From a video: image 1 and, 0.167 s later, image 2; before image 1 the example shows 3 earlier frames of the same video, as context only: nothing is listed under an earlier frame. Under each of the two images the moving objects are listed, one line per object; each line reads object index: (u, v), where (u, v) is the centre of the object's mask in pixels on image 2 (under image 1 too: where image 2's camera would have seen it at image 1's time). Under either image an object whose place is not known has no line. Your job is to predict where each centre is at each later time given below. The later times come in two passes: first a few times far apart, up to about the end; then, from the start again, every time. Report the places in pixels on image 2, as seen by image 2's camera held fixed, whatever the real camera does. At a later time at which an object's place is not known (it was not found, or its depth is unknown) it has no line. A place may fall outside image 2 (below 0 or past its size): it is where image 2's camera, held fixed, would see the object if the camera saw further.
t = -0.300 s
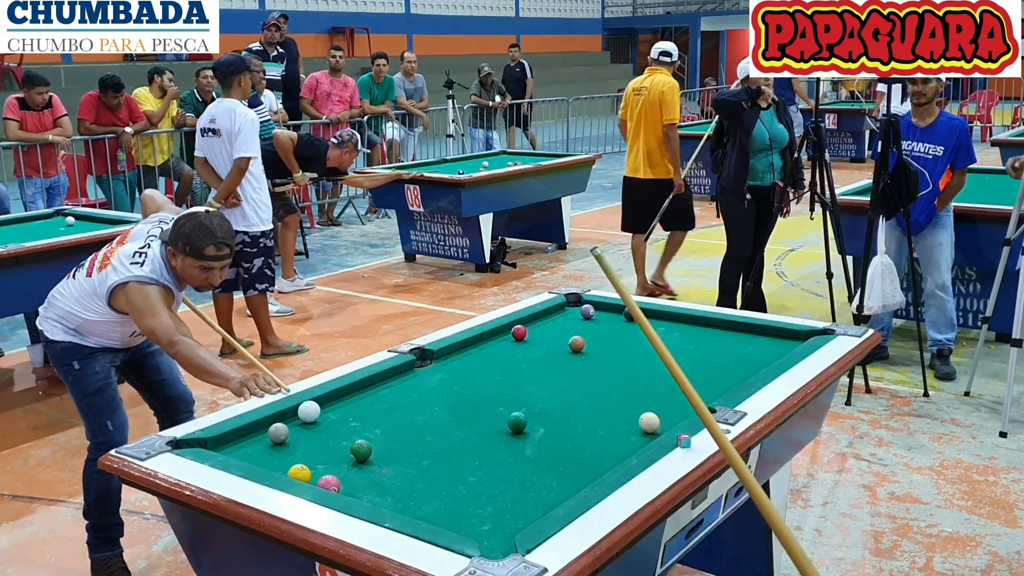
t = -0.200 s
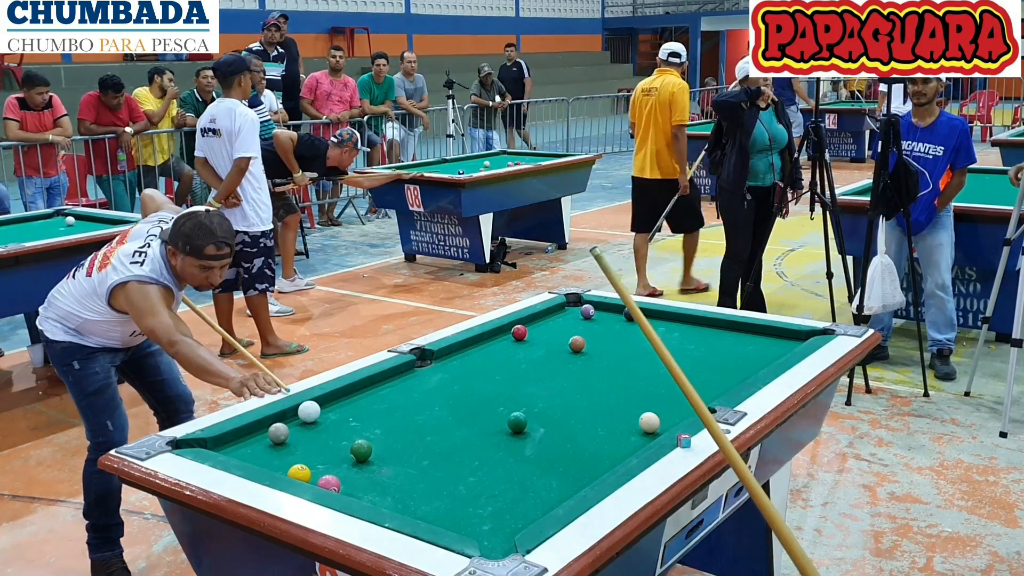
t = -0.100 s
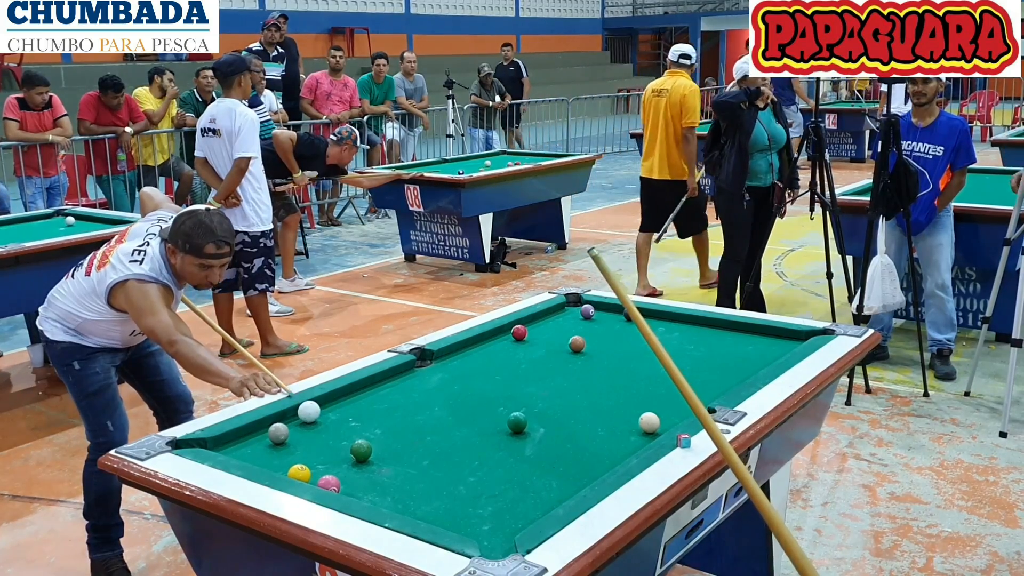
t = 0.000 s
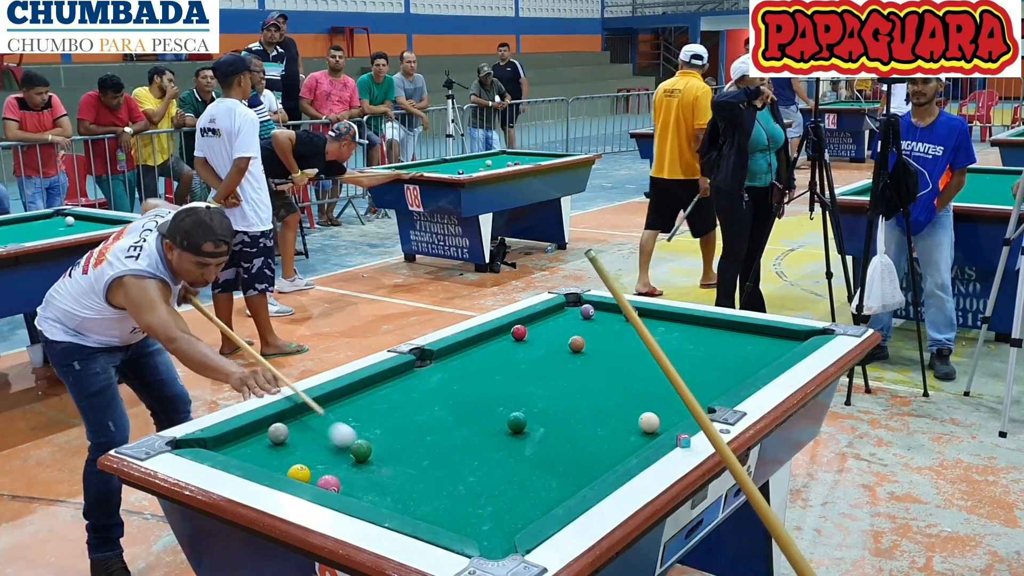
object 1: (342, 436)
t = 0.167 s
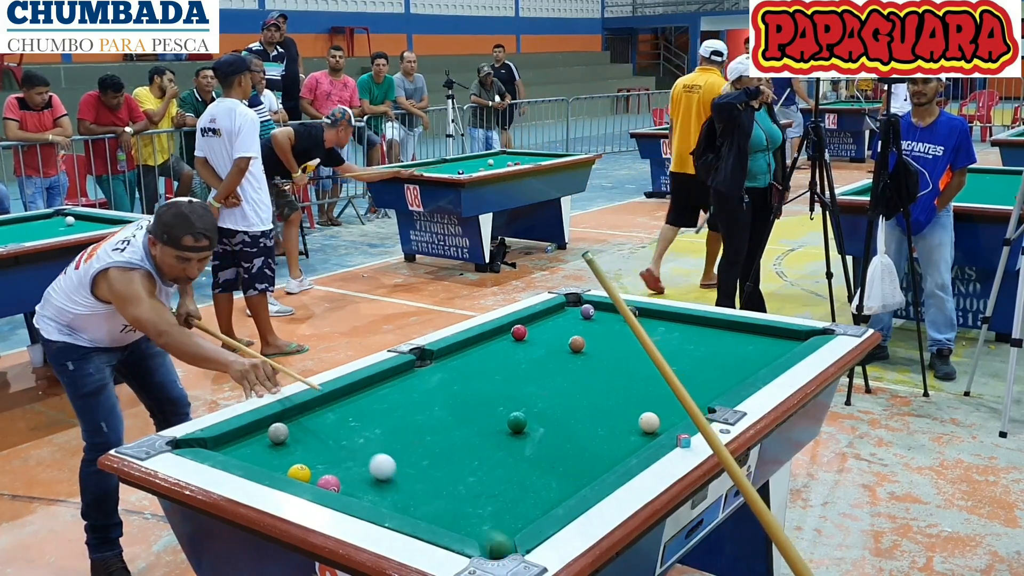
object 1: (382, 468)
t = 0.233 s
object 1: (400, 482)
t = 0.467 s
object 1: (476, 528)
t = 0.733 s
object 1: (451, 511)
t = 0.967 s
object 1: (408, 492)
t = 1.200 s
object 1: (370, 475)
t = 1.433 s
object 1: (336, 460)
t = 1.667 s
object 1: (306, 447)
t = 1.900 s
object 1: (284, 438)
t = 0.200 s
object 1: (391, 475)
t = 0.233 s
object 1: (400, 482)
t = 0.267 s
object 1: (410, 489)
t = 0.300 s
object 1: (419, 496)
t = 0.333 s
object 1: (429, 504)
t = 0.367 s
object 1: (439, 512)
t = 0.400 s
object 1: (450, 519)
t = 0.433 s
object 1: (460, 523)
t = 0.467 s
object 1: (476, 528)
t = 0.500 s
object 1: (492, 532)
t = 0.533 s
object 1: (501, 532)
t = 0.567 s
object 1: (490, 524)
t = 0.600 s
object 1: (480, 523)
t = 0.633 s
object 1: (474, 521)
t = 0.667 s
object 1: (467, 518)
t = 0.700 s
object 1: (460, 515)
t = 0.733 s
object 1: (451, 511)
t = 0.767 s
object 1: (444, 509)
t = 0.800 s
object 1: (438, 506)
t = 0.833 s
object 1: (432, 503)
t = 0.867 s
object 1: (425, 500)
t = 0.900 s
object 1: (420, 497)
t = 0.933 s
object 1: (413, 494)
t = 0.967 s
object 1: (408, 492)
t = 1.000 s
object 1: (402, 489)
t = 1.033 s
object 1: (396, 487)
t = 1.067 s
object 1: (391, 484)
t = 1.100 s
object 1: (385, 482)
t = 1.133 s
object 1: (380, 479)
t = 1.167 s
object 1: (375, 477)
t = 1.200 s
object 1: (370, 475)
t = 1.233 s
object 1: (365, 472)
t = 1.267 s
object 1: (360, 470)
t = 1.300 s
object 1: (355, 468)
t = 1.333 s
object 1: (350, 466)
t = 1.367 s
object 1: (345, 464)
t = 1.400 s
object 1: (340, 462)
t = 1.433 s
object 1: (336, 460)
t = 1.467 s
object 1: (331, 458)
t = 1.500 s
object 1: (327, 456)
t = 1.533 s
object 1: (323, 454)
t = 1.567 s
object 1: (319, 452)
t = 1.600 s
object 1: (314, 450)
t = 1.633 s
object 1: (310, 448)
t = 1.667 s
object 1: (306, 447)
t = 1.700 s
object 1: (302, 445)
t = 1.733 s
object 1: (299, 443)
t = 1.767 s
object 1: (295, 441)
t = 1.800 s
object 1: (291, 440)
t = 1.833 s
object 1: (288, 438)
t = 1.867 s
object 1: (286, 438)
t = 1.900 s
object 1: (284, 438)
